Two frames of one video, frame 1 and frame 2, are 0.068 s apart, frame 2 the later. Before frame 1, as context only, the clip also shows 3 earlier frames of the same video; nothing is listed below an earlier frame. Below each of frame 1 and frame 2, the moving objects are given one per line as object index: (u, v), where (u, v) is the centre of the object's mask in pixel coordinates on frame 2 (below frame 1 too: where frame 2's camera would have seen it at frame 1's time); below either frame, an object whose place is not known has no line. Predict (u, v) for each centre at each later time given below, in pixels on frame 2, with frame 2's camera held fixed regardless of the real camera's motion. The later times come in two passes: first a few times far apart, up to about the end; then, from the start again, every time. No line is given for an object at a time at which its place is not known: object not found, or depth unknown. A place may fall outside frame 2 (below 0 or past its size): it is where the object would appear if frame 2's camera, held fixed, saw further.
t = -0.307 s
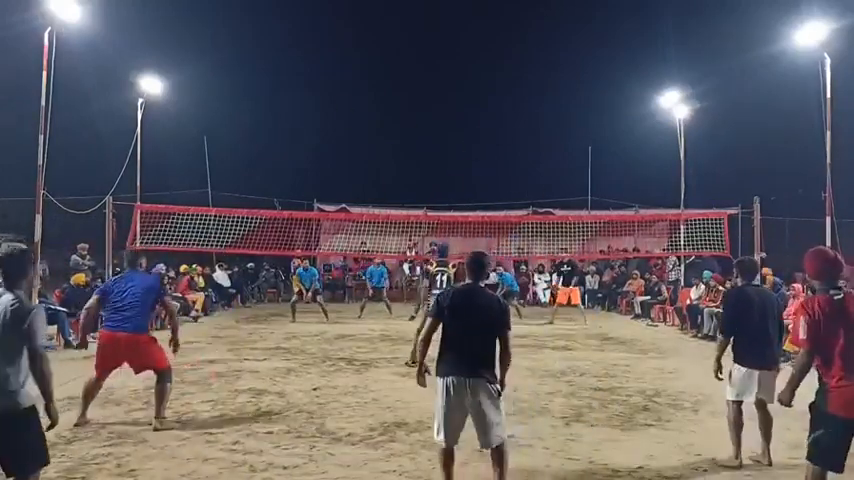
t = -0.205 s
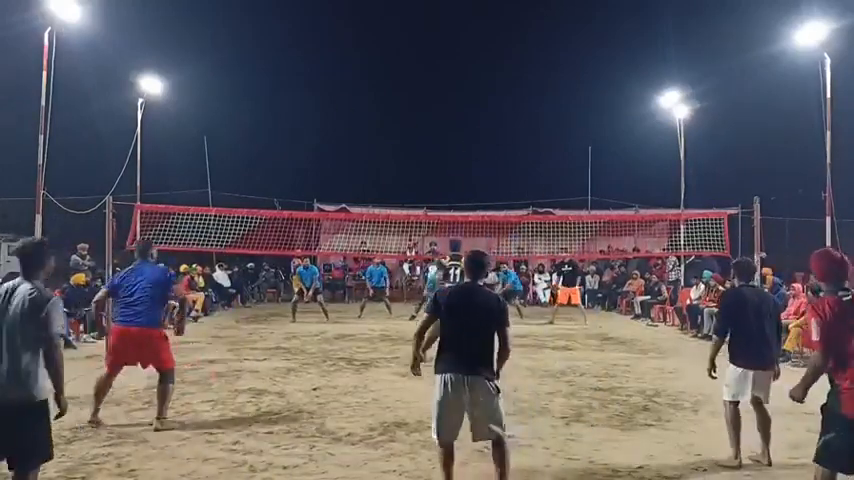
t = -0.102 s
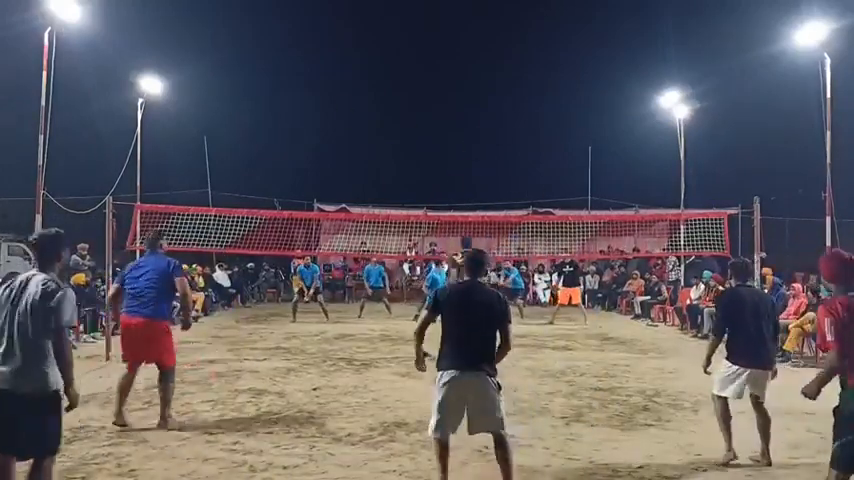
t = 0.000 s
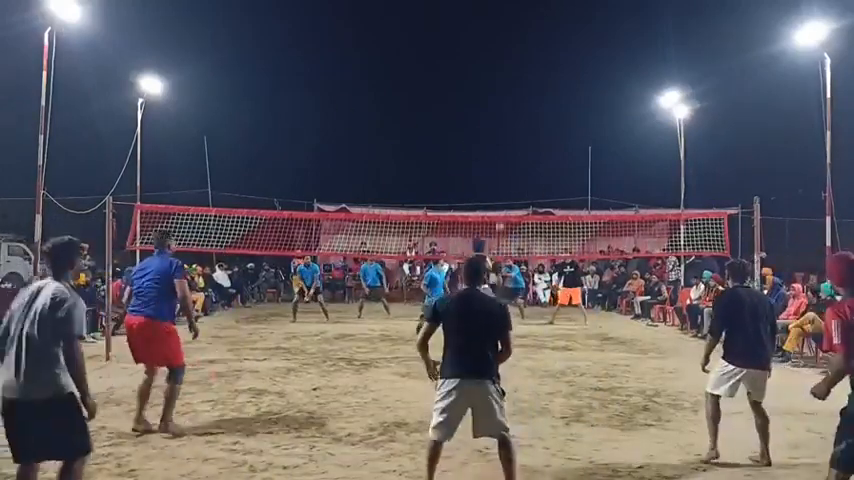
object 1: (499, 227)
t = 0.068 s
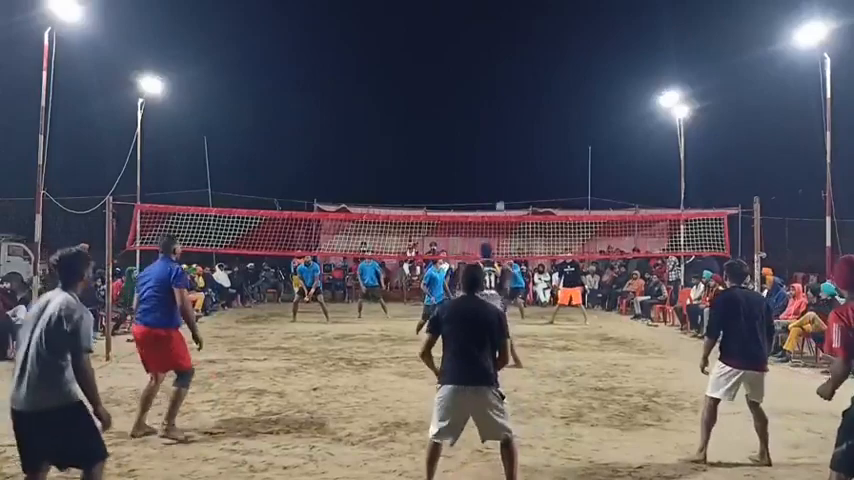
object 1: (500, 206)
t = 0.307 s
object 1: (503, 144)
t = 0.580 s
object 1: (508, 87)
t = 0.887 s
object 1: (519, 58)
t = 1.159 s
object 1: (535, 97)
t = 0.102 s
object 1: (500, 197)
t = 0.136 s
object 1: (500, 188)
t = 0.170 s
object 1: (501, 179)
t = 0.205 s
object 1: (501, 170)
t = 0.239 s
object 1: (502, 161)
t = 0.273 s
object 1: (502, 152)
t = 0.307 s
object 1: (503, 144)
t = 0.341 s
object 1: (503, 136)
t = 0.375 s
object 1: (504, 128)
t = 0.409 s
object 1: (505, 120)
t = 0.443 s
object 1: (505, 113)
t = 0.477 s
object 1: (506, 106)
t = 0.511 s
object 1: (507, 99)
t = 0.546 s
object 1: (507, 93)
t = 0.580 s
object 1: (508, 87)
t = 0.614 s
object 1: (509, 81)
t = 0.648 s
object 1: (510, 77)
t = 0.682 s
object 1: (511, 72)
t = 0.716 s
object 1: (512, 68)
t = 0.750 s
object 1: (513, 65)
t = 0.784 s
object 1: (515, 62)
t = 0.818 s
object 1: (516, 60)
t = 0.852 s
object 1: (517, 58)
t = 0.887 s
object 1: (519, 58)
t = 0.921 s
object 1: (520, 59)
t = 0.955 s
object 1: (522, 61)
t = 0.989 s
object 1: (524, 63)
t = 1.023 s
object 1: (525, 67)
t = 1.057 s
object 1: (528, 72)
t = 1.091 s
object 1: (530, 79)
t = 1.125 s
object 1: (532, 87)
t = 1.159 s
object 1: (535, 97)
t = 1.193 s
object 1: (537, 109)
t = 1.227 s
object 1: (540, 125)
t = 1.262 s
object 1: (543, 141)
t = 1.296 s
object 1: (547, 162)
